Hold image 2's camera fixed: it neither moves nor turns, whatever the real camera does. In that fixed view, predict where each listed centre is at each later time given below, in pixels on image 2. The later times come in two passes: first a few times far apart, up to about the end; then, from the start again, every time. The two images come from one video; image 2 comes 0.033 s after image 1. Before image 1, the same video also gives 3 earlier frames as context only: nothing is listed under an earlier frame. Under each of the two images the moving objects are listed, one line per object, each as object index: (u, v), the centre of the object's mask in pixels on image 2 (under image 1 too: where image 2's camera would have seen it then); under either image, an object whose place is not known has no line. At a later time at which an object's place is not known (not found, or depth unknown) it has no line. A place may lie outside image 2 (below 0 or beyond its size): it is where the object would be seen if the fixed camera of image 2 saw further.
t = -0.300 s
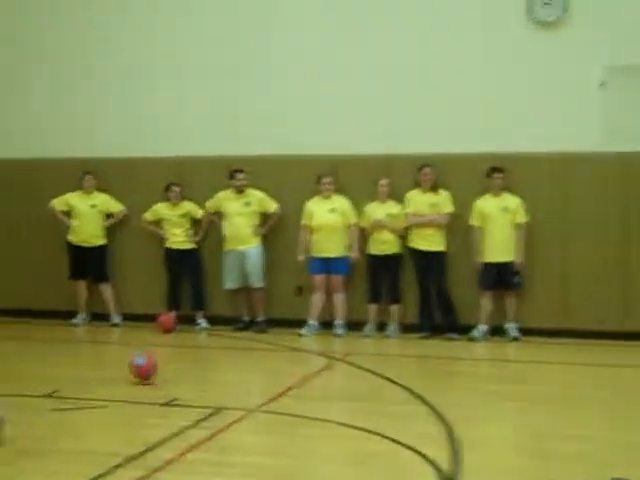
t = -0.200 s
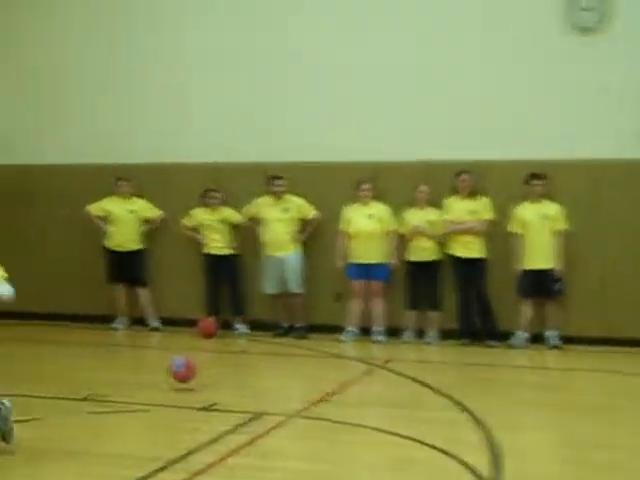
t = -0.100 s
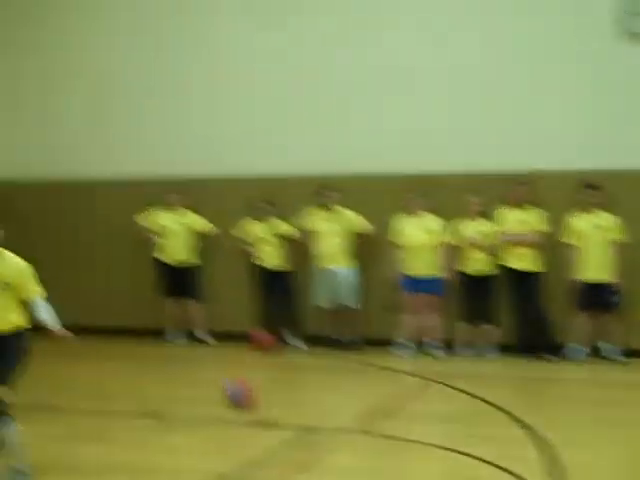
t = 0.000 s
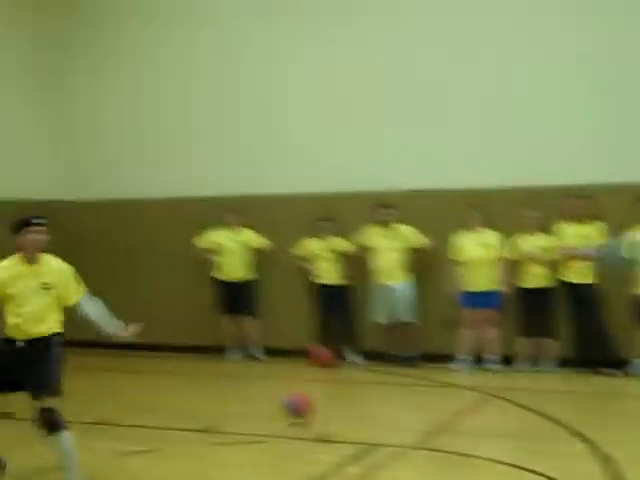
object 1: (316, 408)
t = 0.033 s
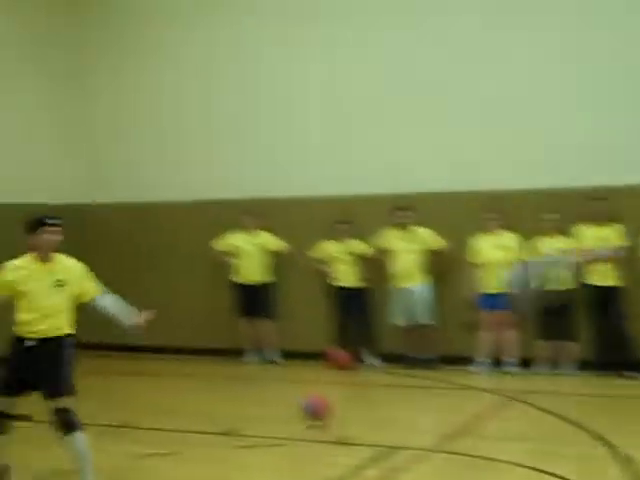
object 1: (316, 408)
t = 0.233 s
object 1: (318, 414)
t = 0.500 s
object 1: (318, 421)
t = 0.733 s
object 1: (316, 426)
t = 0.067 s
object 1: (316, 410)
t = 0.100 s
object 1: (317, 413)
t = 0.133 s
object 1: (317, 418)
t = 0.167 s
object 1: (316, 417)
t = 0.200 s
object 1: (318, 414)
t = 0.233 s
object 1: (318, 414)
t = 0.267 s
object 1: (318, 414)
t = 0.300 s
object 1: (320, 418)
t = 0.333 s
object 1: (318, 420)
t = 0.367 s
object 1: (318, 420)
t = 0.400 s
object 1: (318, 420)
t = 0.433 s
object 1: (318, 419)
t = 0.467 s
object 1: (318, 420)
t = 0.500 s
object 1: (318, 421)
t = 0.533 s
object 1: (318, 424)
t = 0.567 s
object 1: (318, 423)
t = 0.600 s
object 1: (318, 422)
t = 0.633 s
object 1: (318, 422)
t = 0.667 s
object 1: (317, 425)
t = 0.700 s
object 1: (318, 426)
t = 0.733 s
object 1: (316, 426)
